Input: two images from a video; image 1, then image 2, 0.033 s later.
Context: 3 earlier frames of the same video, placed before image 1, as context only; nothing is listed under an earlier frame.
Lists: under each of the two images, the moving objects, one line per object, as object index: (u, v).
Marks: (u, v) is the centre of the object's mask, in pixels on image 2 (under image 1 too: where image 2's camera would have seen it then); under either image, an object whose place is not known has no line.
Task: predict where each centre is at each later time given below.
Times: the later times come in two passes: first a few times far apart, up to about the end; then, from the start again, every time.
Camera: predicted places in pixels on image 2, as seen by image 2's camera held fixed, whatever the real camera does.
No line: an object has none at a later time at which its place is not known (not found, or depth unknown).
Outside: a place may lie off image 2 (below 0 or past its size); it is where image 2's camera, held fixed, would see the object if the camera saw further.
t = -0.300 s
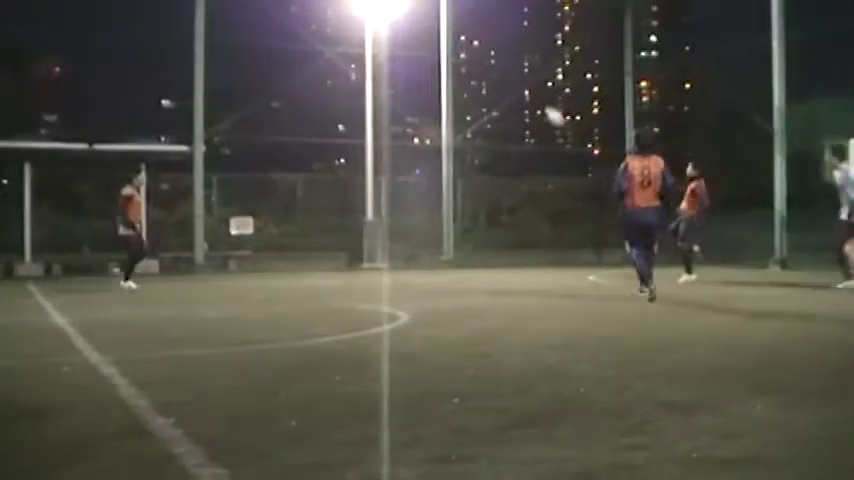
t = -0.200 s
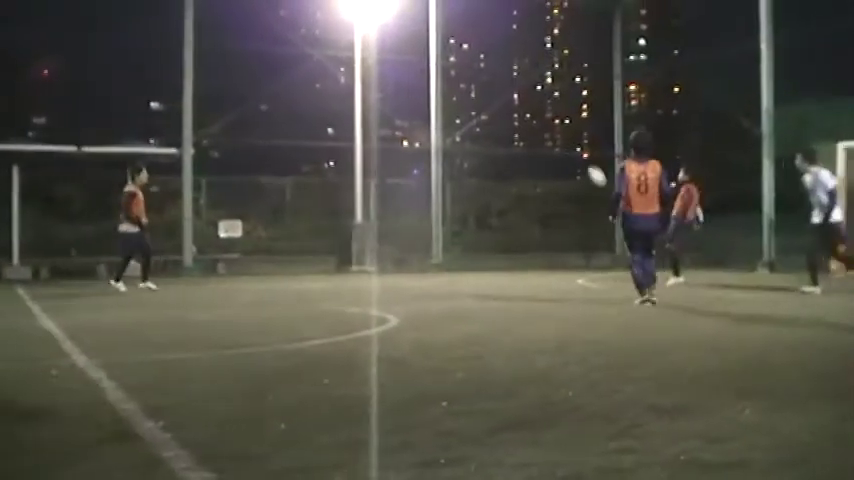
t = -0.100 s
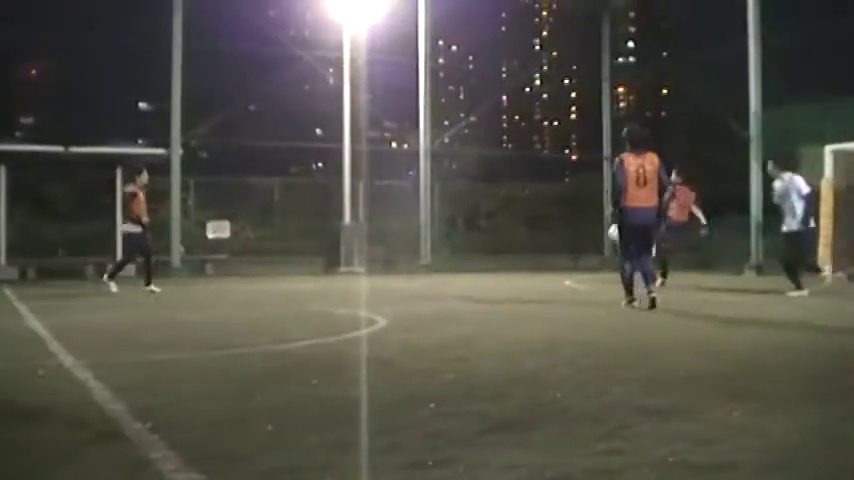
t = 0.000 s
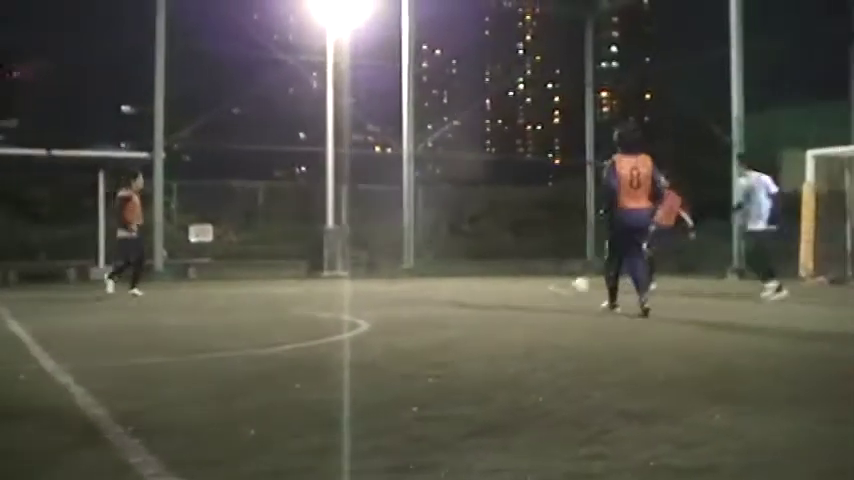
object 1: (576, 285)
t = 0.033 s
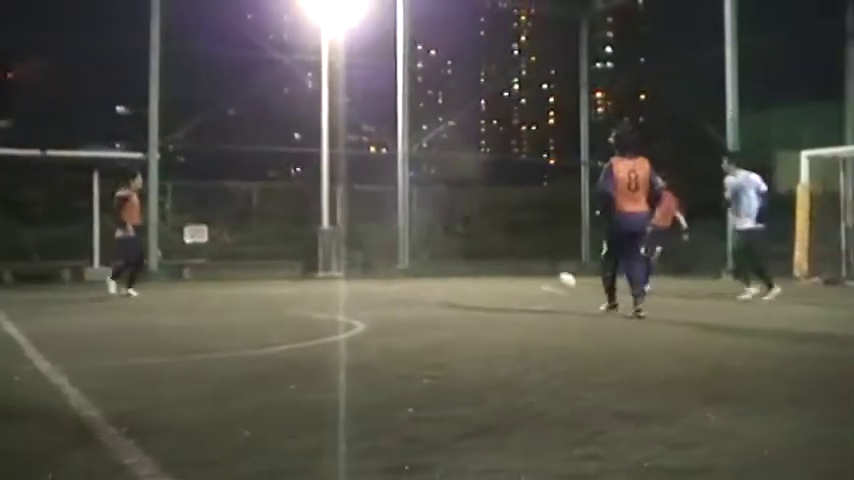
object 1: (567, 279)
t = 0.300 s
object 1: (500, 237)
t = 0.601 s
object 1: (413, 257)
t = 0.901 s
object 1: (306, 284)
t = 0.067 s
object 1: (559, 271)
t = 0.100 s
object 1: (551, 264)
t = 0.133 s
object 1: (543, 258)
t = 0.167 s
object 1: (535, 252)
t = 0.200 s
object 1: (527, 247)
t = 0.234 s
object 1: (518, 243)
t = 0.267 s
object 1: (509, 240)
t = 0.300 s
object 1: (500, 237)
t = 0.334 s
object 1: (491, 235)
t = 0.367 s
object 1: (483, 235)
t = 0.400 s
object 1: (473, 235)
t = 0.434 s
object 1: (464, 236)
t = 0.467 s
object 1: (454, 238)
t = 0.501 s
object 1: (444, 241)
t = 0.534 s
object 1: (434, 245)
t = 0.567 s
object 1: (424, 250)
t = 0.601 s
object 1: (413, 257)
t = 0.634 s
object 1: (403, 264)
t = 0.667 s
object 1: (391, 272)
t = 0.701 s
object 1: (380, 281)
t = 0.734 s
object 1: (369, 293)
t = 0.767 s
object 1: (357, 297)
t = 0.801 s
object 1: (344, 292)
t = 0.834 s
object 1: (332, 288)
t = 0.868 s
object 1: (319, 285)
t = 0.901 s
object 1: (306, 284)
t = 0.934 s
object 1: (293, 283)
